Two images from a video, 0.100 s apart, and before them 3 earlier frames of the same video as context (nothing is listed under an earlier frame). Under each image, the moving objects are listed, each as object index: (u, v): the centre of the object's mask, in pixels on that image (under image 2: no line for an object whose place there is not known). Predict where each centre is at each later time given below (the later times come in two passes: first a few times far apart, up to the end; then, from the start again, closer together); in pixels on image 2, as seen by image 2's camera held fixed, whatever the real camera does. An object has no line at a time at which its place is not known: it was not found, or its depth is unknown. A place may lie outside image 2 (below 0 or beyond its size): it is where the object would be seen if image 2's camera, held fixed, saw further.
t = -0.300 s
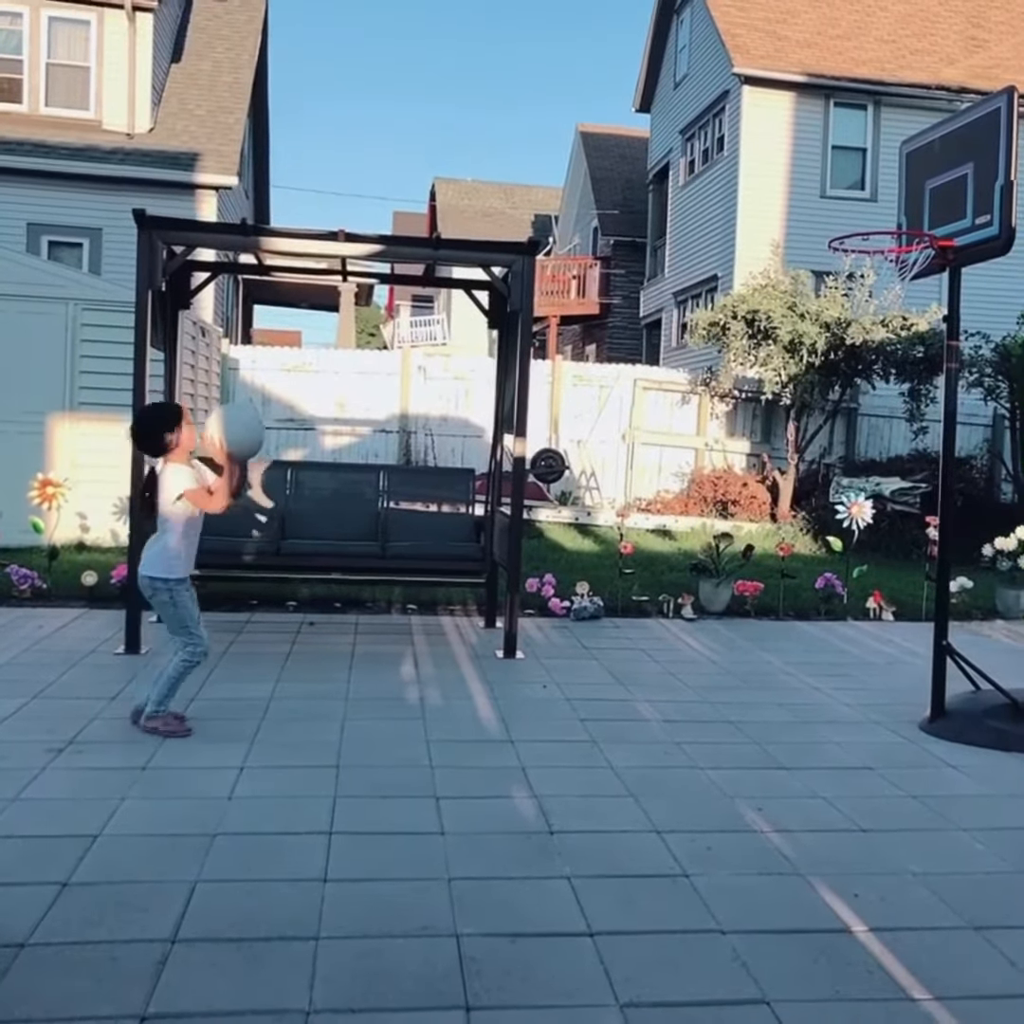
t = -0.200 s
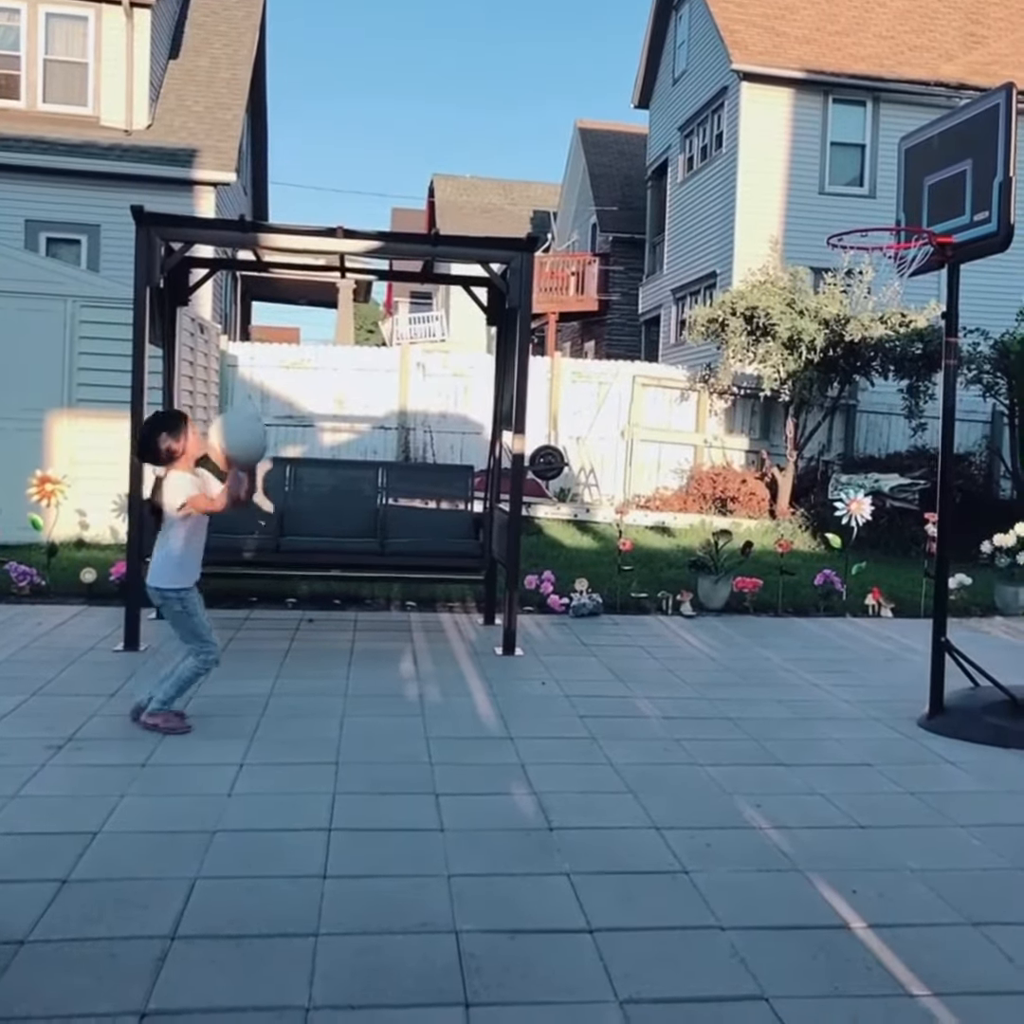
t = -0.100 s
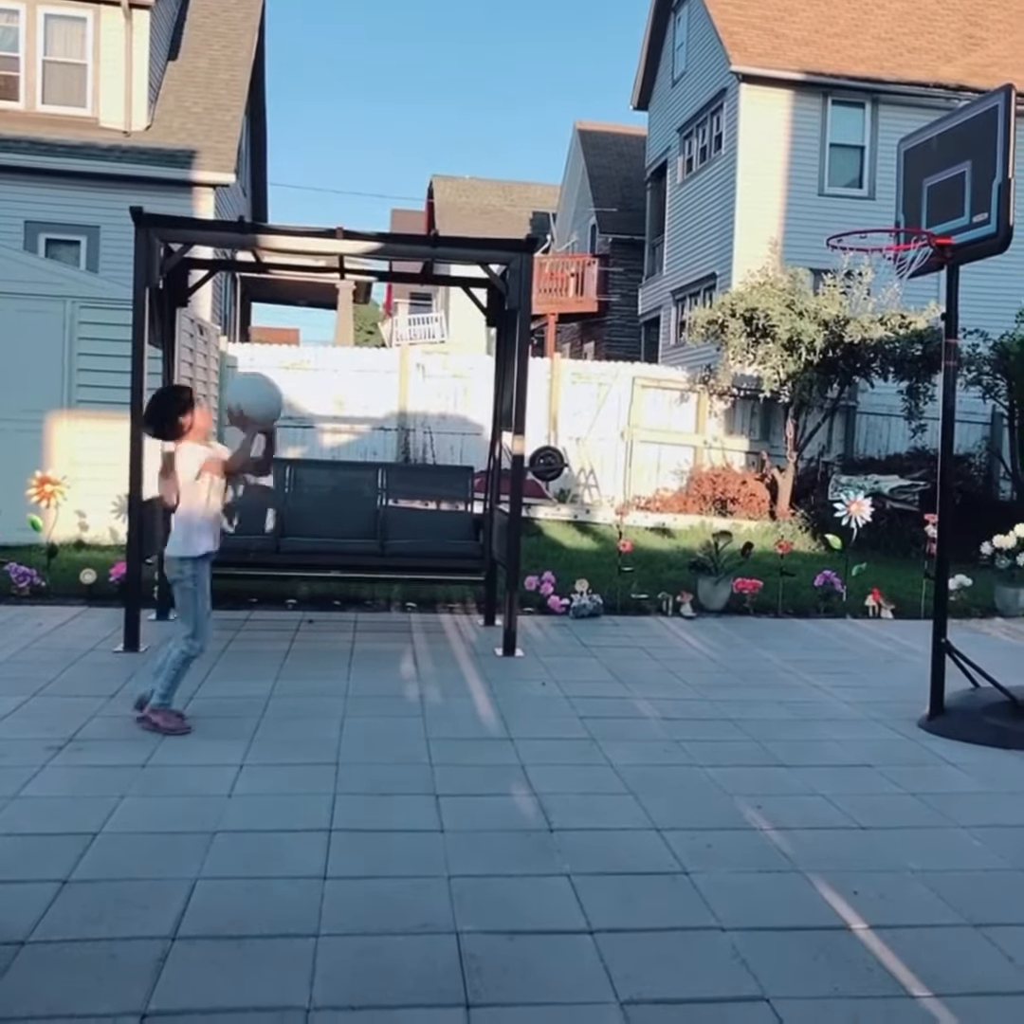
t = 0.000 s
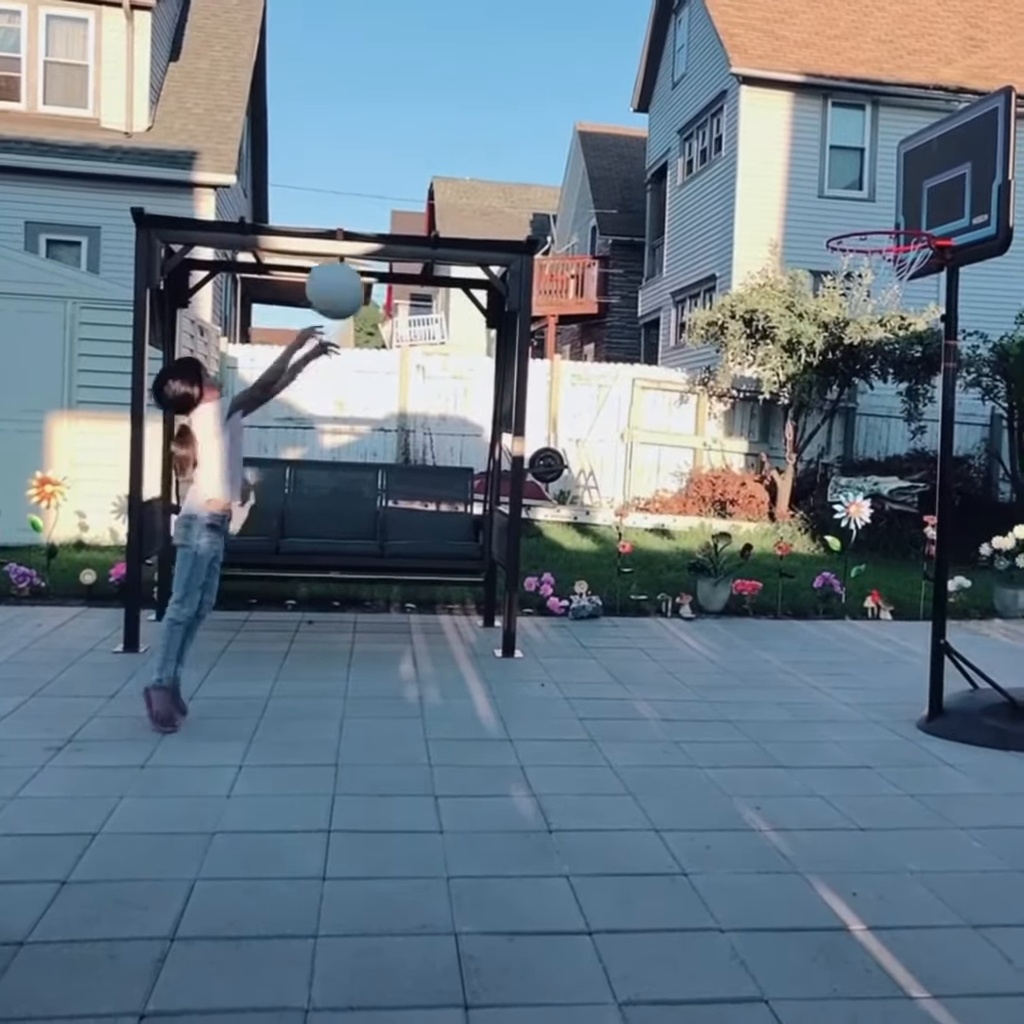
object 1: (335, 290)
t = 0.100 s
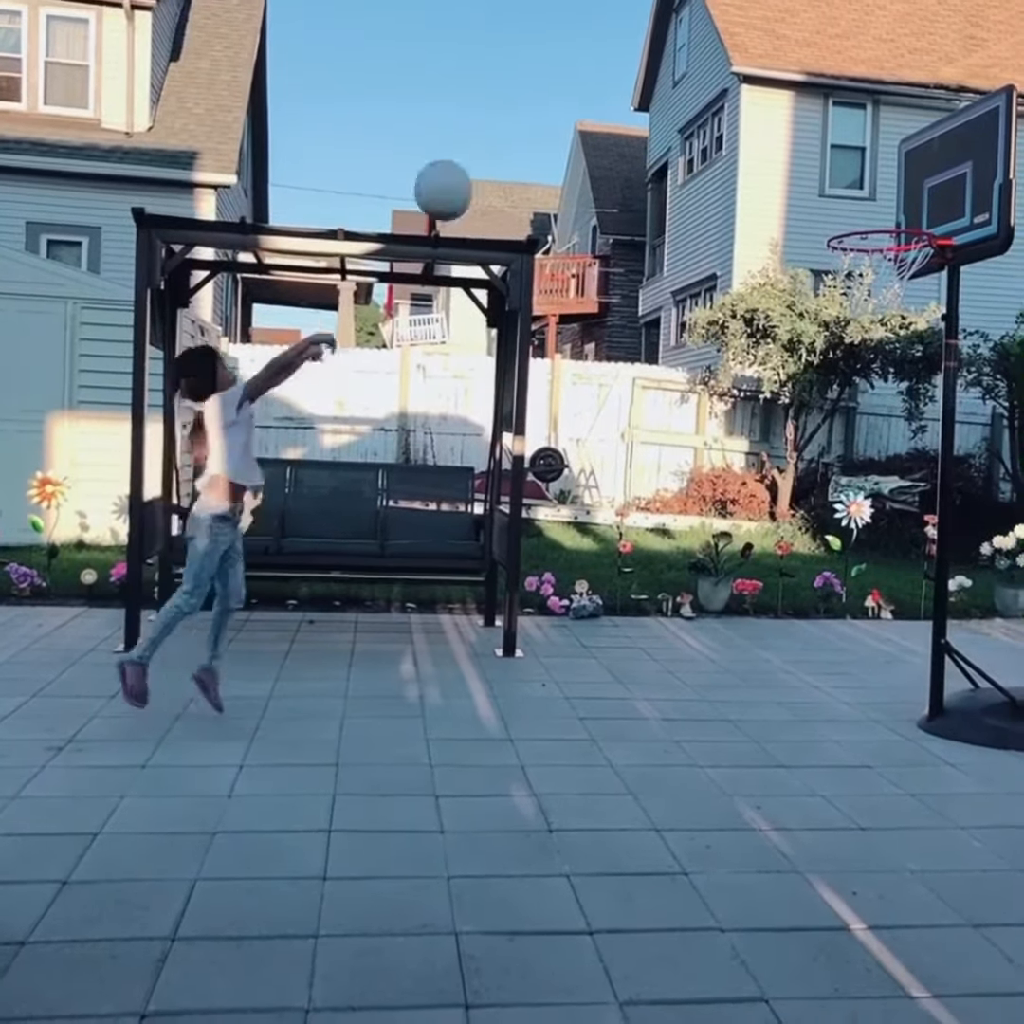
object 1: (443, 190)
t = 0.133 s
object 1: (478, 163)
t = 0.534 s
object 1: (879, 84)
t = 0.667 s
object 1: (946, 143)
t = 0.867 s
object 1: (913, 185)
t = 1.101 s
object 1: (885, 251)
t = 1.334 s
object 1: (843, 539)
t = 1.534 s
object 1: (801, 793)
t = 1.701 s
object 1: (784, 588)
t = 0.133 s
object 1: (478, 163)
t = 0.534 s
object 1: (879, 84)
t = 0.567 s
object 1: (911, 96)
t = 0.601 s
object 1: (943, 112)
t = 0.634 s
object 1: (956, 127)
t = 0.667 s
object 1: (946, 143)
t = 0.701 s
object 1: (938, 162)
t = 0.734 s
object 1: (930, 183)
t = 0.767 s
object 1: (921, 202)
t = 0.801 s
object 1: (918, 195)
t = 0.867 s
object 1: (913, 185)
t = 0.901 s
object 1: (911, 183)
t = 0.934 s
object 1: (906, 185)
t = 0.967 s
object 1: (901, 190)
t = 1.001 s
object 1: (899, 201)
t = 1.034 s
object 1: (895, 213)
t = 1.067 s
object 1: (891, 230)
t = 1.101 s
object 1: (885, 251)
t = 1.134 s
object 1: (879, 276)
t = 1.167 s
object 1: (875, 307)
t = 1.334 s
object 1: (843, 539)
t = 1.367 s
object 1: (835, 603)
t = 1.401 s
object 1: (827, 674)
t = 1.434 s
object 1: (818, 750)
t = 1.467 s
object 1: (808, 832)
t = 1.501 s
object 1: (803, 842)
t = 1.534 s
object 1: (801, 793)
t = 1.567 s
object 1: (798, 746)
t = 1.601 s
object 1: (795, 702)
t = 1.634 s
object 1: (790, 660)
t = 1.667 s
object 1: (788, 622)
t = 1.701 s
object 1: (784, 588)
